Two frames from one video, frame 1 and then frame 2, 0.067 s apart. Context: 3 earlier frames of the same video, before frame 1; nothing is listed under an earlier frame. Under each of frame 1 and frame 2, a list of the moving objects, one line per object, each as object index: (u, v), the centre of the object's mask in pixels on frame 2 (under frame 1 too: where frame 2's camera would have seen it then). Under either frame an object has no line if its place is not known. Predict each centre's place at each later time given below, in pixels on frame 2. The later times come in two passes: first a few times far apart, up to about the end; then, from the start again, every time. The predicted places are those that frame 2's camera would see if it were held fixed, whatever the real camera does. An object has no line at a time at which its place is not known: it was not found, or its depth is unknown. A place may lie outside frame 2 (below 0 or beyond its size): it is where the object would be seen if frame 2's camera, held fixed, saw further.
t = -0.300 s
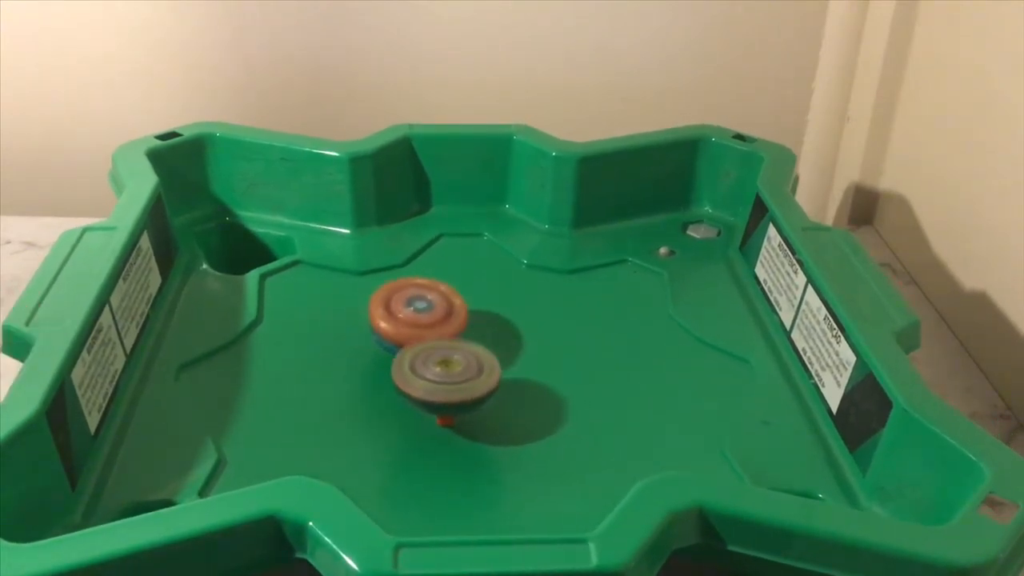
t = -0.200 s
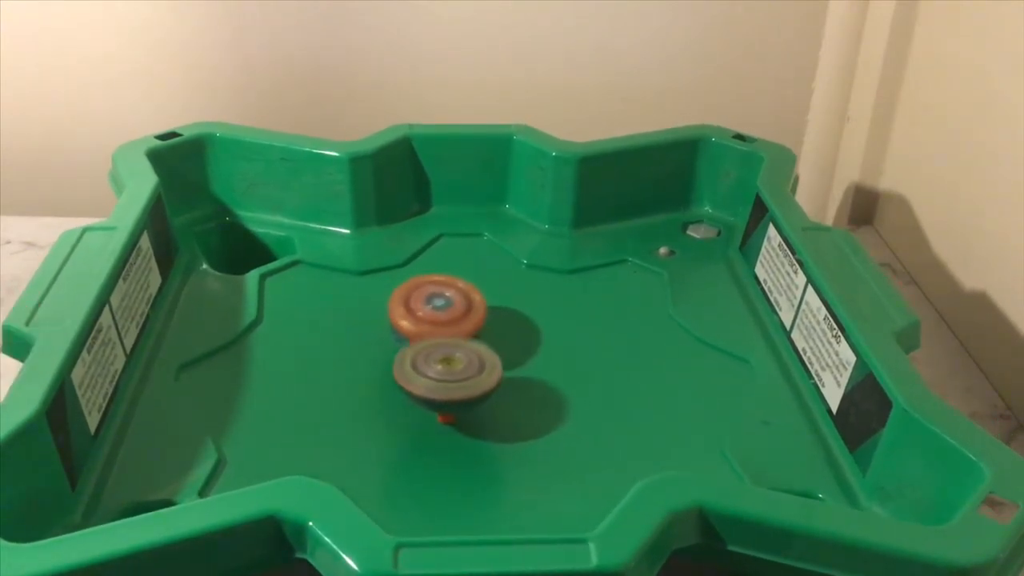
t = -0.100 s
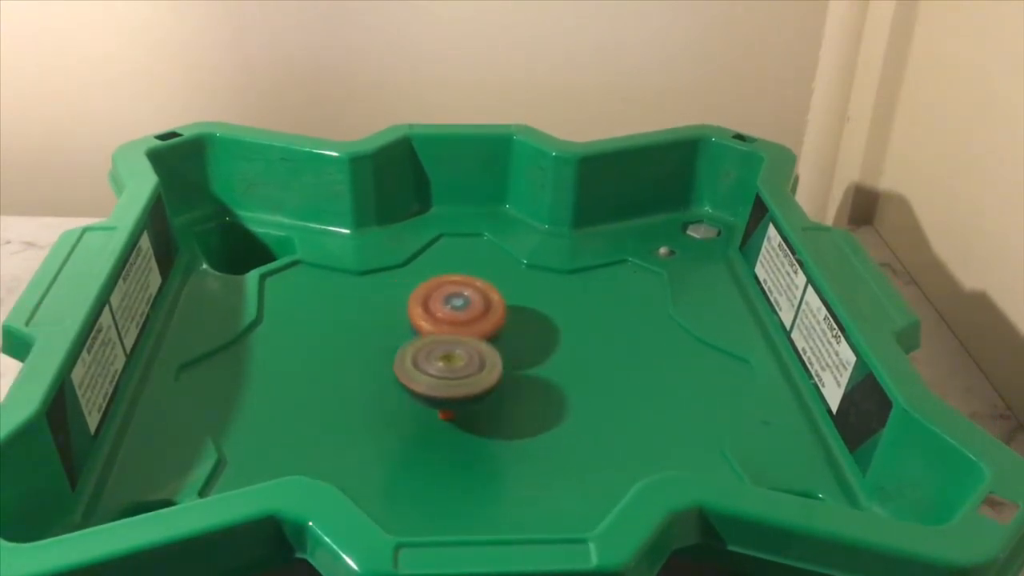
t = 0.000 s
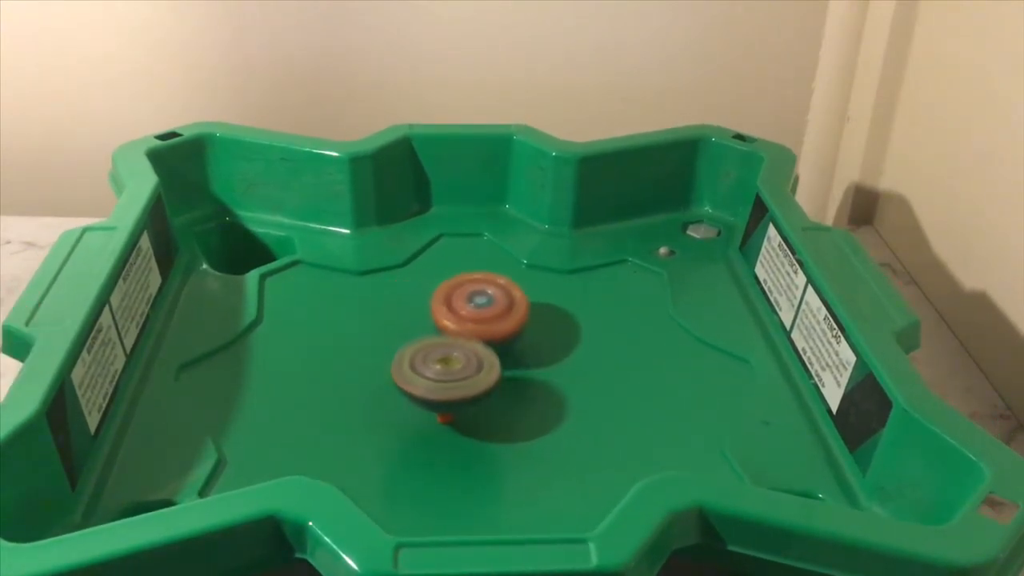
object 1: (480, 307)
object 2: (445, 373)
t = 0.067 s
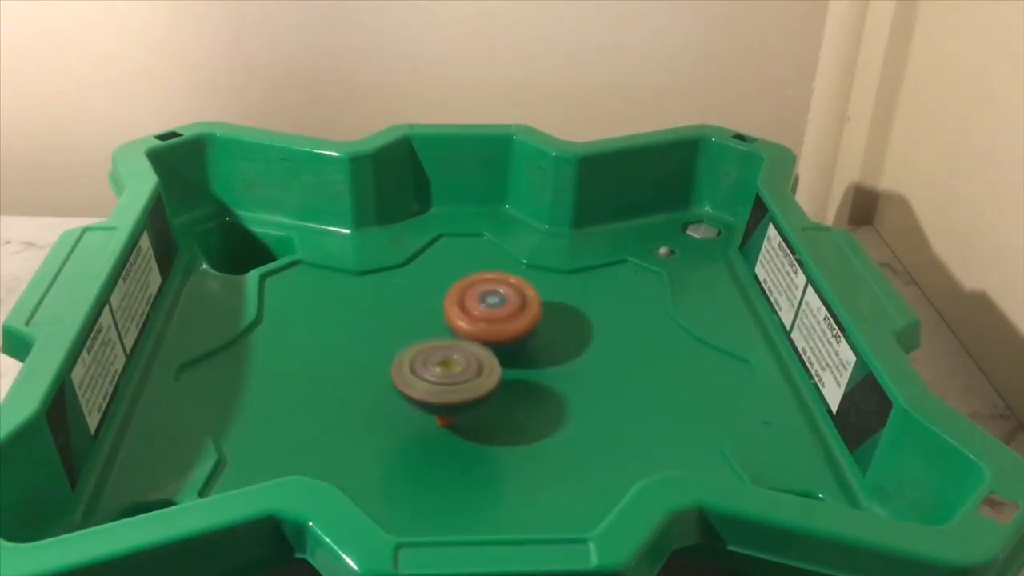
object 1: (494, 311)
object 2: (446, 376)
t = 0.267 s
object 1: (519, 319)
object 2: (459, 381)
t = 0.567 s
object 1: (569, 343)
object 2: (450, 384)
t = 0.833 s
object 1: (566, 366)
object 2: (440, 388)
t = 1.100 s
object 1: (546, 411)
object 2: (427, 380)
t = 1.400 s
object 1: (507, 434)
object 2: (419, 369)
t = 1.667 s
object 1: (436, 430)
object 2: (430, 356)
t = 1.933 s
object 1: (373, 412)
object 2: (451, 352)
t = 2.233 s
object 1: (362, 379)
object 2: (468, 352)
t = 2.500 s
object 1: (358, 349)
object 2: (508, 354)
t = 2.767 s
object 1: (398, 337)
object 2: (513, 362)
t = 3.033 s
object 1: (420, 296)
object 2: (552, 407)
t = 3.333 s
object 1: (422, 302)
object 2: (558, 422)
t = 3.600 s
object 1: (473, 345)
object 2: (486, 412)
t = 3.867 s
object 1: (544, 361)
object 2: (384, 422)
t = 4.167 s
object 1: (559, 376)
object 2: (348, 399)
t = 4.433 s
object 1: (506, 399)
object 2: (378, 357)
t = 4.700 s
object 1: (433, 417)
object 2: (426, 315)
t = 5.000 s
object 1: (391, 414)
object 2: (478, 302)
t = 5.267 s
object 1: (395, 385)
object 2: (515, 330)
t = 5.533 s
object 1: (416, 347)
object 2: (538, 377)
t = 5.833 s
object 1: (444, 327)
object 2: (522, 420)
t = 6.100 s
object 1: (476, 341)
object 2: (467, 426)
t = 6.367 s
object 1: (514, 374)
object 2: (400, 401)
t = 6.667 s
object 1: (526, 402)
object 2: (367, 354)
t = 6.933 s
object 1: (494, 410)
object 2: (387, 327)
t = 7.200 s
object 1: (425, 400)
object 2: (445, 322)
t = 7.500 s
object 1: (383, 380)
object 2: (521, 340)
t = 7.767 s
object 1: (396, 363)
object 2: (555, 369)
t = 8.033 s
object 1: (444, 349)
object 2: (530, 397)
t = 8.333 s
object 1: (498, 347)
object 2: (446, 413)
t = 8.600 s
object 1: (513, 365)
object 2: (388, 400)
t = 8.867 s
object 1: (499, 393)
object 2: (379, 369)
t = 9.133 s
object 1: (462, 411)
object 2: (411, 335)
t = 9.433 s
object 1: (428, 405)
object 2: (466, 322)
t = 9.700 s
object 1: (410, 376)
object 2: (512, 340)
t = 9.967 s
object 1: (410, 353)
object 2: (540, 373)
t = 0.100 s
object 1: (499, 312)
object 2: (447, 377)
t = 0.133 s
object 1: (503, 313)
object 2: (448, 379)
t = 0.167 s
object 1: (507, 314)
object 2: (450, 379)
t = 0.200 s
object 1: (511, 315)
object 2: (453, 380)
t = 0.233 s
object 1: (515, 317)
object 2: (456, 381)
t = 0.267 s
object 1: (519, 319)
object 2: (459, 381)
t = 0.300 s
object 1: (523, 322)
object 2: (462, 380)
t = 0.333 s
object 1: (528, 326)
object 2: (464, 379)
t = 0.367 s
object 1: (532, 329)
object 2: (466, 378)
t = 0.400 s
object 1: (539, 333)
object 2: (464, 378)
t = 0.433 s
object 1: (546, 336)
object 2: (459, 379)
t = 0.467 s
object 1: (553, 338)
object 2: (456, 381)
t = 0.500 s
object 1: (559, 340)
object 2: (454, 383)
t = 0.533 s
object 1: (565, 341)
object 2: (452, 384)
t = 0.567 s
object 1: (569, 343)
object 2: (450, 384)
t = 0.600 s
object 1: (571, 345)
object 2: (448, 385)
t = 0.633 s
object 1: (573, 346)
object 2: (446, 386)
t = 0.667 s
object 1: (574, 349)
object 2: (445, 387)
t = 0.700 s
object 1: (574, 351)
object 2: (444, 387)
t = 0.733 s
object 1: (573, 354)
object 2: (443, 388)
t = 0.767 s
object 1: (571, 357)
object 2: (442, 388)
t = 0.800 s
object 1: (569, 362)
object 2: (441, 388)
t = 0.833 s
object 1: (566, 366)
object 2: (440, 388)
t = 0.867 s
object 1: (563, 371)
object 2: (440, 388)
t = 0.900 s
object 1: (560, 377)
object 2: (439, 387)
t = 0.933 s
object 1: (556, 384)
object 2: (438, 386)
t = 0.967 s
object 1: (553, 390)
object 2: (438, 385)
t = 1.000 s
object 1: (552, 396)
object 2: (434, 384)
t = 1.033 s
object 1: (550, 401)
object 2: (431, 382)
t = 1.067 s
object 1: (549, 407)
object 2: (429, 381)
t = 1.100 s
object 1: (546, 411)
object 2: (427, 380)
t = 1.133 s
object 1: (544, 416)
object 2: (425, 379)
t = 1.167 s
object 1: (540, 420)
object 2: (423, 377)
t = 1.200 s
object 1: (537, 423)
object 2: (421, 376)
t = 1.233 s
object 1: (533, 426)
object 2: (421, 375)
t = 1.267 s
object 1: (528, 429)
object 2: (420, 374)
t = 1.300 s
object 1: (523, 431)
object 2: (419, 373)
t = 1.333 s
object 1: (518, 433)
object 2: (419, 372)
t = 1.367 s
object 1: (513, 434)
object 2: (419, 370)
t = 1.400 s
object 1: (507, 434)
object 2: (419, 369)
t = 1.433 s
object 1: (500, 435)
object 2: (419, 368)
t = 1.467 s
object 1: (493, 435)
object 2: (420, 367)
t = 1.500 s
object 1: (484, 435)
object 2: (421, 366)
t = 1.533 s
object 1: (476, 434)
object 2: (422, 364)
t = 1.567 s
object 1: (466, 434)
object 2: (423, 361)
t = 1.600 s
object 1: (456, 432)
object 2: (425, 360)
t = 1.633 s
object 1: (446, 431)
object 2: (427, 358)
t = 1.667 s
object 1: (436, 430)
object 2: (430, 356)
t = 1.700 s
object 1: (426, 428)
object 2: (432, 355)
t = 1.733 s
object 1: (416, 427)
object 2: (436, 355)
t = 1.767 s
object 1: (407, 425)
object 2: (439, 354)
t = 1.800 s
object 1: (398, 422)
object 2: (441, 353)
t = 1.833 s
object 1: (390, 420)
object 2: (444, 353)
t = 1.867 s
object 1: (383, 417)
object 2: (446, 353)
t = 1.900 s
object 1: (378, 415)
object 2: (448, 352)
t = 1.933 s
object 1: (373, 412)
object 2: (451, 352)
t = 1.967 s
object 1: (369, 410)
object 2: (453, 351)
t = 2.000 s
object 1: (367, 407)
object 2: (455, 351)
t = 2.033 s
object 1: (365, 404)
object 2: (457, 350)
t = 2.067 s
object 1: (362, 400)
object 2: (458, 350)
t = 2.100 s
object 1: (361, 397)
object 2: (460, 350)
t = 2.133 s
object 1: (361, 393)
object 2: (462, 350)
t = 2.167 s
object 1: (361, 389)
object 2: (464, 351)
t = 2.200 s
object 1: (361, 384)
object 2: (466, 351)
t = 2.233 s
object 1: (362, 379)
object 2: (468, 352)
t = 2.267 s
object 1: (362, 374)
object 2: (471, 352)
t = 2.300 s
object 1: (359, 369)
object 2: (479, 352)
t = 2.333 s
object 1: (357, 365)
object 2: (486, 353)
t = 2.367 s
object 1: (355, 360)
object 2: (492, 353)
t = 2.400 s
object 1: (355, 356)
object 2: (497, 353)
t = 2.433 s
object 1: (355, 353)
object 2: (501, 353)
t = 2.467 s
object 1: (356, 350)
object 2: (505, 354)
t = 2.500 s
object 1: (358, 349)
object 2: (508, 354)
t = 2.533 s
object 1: (360, 346)
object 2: (510, 355)
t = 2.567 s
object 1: (362, 345)
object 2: (512, 355)
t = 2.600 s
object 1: (366, 343)
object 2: (514, 356)
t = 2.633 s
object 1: (371, 342)
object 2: (514, 357)
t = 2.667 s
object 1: (376, 340)
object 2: (515, 358)
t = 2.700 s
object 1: (383, 339)
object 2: (515, 359)
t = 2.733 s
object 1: (390, 338)
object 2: (514, 360)
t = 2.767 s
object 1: (398, 337)
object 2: (513, 362)
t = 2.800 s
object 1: (406, 336)
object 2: (511, 364)
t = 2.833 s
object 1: (415, 335)
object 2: (509, 366)
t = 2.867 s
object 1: (422, 332)
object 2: (507, 368)
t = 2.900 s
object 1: (425, 322)
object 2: (517, 379)
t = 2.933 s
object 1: (423, 313)
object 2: (531, 390)
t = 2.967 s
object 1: (423, 306)
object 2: (540, 398)
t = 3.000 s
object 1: (421, 301)
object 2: (546, 403)
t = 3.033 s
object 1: (420, 296)
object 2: (552, 407)
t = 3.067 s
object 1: (418, 293)
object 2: (556, 410)
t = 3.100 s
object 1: (417, 290)
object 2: (559, 413)
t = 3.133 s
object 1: (416, 289)
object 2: (562, 415)
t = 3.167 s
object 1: (415, 288)
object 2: (563, 417)
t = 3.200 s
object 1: (415, 289)
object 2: (564, 419)
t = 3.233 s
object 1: (416, 291)
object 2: (564, 420)
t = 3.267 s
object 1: (418, 293)
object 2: (563, 421)
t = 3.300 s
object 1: (419, 297)
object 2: (561, 422)
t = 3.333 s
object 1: (422, 302)
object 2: (558, 422)
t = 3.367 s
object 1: (427, 307)
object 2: (554, 422)
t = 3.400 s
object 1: (432, 313)
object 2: (548, 422)
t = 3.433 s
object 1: (438, 320)
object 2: (540, 421)
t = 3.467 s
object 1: (444, 325)
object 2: (531, 420)
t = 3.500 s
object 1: (452, 332)
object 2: (521, 418)
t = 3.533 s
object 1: (459, 339)
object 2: (510, 416)
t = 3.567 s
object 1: (466, 342)
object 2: (499, 414)
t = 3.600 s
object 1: (473, 345)
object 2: (486, 412)
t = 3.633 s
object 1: (485, 346)
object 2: (471, 412)
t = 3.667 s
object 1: (497, 349)
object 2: (453, 417)
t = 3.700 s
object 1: (506, 353)
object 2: (439, 421)
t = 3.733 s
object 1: (515, 355)
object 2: (426, 423)
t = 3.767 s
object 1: (523, 356)
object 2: (415, 423)
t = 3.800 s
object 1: (531, 358)
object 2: (404, 423)
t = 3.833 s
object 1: (538, 360)
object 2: (393, 423)
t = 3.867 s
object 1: (544, 361)
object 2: (384, 422)
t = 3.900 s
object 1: (550, 362)
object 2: (375, 421)
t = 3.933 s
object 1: (555, 364)
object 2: (367, 419)
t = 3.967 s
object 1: (558, 366)
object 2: (361, 417)
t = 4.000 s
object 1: (561, 367)
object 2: (356, 415)
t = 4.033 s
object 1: (562, 369)
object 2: (352, 412)
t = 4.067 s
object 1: (562, 370)
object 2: (350, 409)
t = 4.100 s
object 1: (562, 371)
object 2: (348, 406)
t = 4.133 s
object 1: (561, 374)
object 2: (348, 402)
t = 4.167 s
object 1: (559, 376)
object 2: (348, 399)
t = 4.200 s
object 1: (555, 379)
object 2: (349, 395)
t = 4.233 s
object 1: (550, 382)
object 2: (351, 390)
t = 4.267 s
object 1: (544, 385)
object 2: (354, 385)
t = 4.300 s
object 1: (538, 387)
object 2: (358, 380)
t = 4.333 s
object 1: (531, 390)
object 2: (363, 374)
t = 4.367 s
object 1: (524, 393)
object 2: (367, 369)
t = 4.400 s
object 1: (515, 397)
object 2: (373, 364)
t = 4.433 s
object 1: (506, 399)
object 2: (378, 357)
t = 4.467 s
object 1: (496, 402)
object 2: (384, 352)
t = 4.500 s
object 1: (487, 405)
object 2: (390, 346)
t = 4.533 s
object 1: (478, 407)
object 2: (396, 340)
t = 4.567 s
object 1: (469, 410)
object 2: (402, 335)
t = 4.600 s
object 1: (460, 412)
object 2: (408, 330)
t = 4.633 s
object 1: (451, 414)
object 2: (414, 324)
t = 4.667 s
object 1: (441, 416)
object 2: (420, 319)
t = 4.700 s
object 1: (433, 417)
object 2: (426, 315)
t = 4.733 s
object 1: (426, 418)
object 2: (433, 311)
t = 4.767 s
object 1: (419, 418)
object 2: (439, 308)
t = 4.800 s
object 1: (412, 419)
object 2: (445, 306)
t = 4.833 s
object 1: (407, 419)
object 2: (451, 303)
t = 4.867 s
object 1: (402, 418)
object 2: (457, 302)
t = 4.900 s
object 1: (398, 418)
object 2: (462, 301)
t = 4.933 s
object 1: (395, 417)
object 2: (468, 301)
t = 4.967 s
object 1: (393, 416)
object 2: (473, 301)
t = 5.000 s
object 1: (391, 414)
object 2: (478, 302)
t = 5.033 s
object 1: (390, 412)
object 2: (483, 303)
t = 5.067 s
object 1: (389, 409)
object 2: (488, 306)
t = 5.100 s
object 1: (389, 406)
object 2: (492, 308)
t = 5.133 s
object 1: (389, 402)
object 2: (497, 311)
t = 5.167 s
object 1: (390, 399)
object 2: (502, 315)
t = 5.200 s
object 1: (391, 395)
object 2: (507, 320)
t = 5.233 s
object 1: (393, 390)
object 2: (511, 324)
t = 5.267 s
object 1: (395, 385)
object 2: (515, 330)
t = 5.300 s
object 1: (397, 381)
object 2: (519, 335)
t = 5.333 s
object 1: (400, 376)
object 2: (523, 341)
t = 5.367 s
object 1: (402, 371)
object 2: (527, 346)
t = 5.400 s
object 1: (405, 366)
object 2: (530, 352)
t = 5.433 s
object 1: (408, 361)
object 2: (533, 358)
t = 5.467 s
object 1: (410, 356)
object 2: (536, 365)
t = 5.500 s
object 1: (413, 351)
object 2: (537, 371)
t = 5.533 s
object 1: (416, 347)
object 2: (538, 377)
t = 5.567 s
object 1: (420, 343)
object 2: (539, 383)
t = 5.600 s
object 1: (423, 340)
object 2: (539, 390)
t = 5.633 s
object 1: (427, 337)
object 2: (539, 395)
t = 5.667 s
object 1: (430, 334)
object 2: (538, 401)
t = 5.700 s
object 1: (433, 331)
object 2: (537, 405)
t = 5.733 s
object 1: (436, 330)
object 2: (534, 410)
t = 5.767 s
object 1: (438, 328)
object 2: (531, 414)
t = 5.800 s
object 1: (441, 327)
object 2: (527, 418)
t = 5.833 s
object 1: (444, 327)
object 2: (522, 420)
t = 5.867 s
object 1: (447, 327)
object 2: (517, 423)
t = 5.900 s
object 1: (450, 327)
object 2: (511, 425)
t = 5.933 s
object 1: (454, 328)
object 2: (505, 426)
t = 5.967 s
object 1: (458, 330)
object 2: (499, 427)
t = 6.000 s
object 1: (462, 332)
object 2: (491, 428)
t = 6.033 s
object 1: (466, 335)
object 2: (484, 428)
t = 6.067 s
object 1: (471, 338)
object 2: (476, 427)
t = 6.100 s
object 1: (476, 341)
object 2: (467, 426)
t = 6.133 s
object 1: (480, 344)
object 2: (458, 424)
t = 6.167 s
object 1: (486, 348)
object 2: (449, 422)
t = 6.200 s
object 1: (491, 351)
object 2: (440, 419)
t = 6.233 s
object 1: (496, 355)
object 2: (431, 417)
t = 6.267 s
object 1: (501, 361)
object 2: (423, 413)
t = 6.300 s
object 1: (506, 365)
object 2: (415, 409)
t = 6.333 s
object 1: (509, 370)
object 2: (407, 405)
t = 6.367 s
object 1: (514, 374)
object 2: (400, 401)
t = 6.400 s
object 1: (518, 379)
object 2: (394, 395)
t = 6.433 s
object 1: (521, 383)
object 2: (388, 391)
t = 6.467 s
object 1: (524, 387)
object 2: (383, 385)
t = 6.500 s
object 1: (526, 390)
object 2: (378, 381)
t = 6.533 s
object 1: (527, 393)
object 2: (375, 375)
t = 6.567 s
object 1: (528, 396)
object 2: (372, 370)
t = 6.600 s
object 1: (527, 399)
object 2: (370, 364)
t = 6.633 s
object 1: (527, 400)
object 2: (368, 359)
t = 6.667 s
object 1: (526, 402)
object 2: (367, 354)
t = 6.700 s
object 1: (524, 404)
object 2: (368, 349)
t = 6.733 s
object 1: (522, 405)
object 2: (368, 345)
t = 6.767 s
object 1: (520, 407)
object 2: (369, 341)
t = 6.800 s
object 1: (516, 408)
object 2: (371, 337)
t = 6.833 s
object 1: (512, 408)
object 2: (374, 334)
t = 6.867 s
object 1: (507, 409)
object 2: (378, 331)
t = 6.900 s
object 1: (501, 410)
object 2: (382, 329)
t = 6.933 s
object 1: (494, 410)
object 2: (387, 327)
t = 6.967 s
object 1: (486, 410)
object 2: (392, 325)
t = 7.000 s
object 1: (478, 409)
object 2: (398, 324)
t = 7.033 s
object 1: (469, 408)
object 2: (405, 323)
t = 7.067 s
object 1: (460, 407)
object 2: (412, 322)
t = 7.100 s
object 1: (451, 406)
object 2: (420, 322)
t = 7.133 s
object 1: (442, 404)
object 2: (428, 322)
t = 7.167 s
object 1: (433, 402)
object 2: (436, 322)
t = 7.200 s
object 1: (425, 400)
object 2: (445, 322)
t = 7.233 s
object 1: (417, 398)
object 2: (454, 323)
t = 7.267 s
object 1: (411, 395)
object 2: (463, 324)
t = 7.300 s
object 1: (404, 394)
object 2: (472, 326)
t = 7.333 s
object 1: (398, 391)
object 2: (480, 328)
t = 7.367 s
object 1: (394, 389)
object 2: (489, 330)
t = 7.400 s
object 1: (390, 387)
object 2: (497, 332)
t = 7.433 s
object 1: (387, 384)
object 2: (506, 334)
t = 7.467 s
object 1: (385, 382)
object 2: (513, 337)
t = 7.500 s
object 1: (383, 380)
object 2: (521, 340)
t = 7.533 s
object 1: (383, 378)
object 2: (528, 344)
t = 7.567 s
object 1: (383, 376)
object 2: (534, 347)
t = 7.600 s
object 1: (383, 373)
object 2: (539, 350)
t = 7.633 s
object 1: (384, 371)
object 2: (544, 353)
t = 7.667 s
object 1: (386, 369)
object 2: (548, 357)
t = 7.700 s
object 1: (389, 367)
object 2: (551, 360)
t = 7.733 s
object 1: (393, 365)
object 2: (554, 366)
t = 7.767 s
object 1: (396, 363)
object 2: (555, 369)
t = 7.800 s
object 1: (401, 361)
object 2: (555, 373)
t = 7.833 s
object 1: (406, 359)
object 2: (554, 377)
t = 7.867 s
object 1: (412, 357)
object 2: (553, 380)
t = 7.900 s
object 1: (418, 355)
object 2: (550, 384)
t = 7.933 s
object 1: (424, 353)
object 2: (546, 387)
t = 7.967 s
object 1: (430, 352)
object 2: (542, 390)
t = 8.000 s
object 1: (438, 350)
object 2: (536, 393)
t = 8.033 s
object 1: (444, 349)
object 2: (530, 397)
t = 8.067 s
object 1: (450, 347)
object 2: (523, 400)
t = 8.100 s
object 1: (457, 345)
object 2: (515, 403)
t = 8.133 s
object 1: (464, 343)
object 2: (506, 406)
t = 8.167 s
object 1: (470, 342)
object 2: (497, 408)
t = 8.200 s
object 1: (477, 341)
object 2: (488, 409)
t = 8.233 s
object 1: (483, 341)
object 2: (477, 410)
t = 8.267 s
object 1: (489, 343)
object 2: (466, 411)
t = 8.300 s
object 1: (494, 344)
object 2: (455, 412)
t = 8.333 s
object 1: (498, 347)
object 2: (446, 413)
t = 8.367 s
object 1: (501, 349)
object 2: (437, 412)
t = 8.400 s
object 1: (504, 351)
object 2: (428, 412)
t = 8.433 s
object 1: (506, 353)
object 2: (419, 411)
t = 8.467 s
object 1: (508, 355)
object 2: (411, 410)
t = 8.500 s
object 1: (510, 357)
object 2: (404, 407)
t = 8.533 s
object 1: (511, 359)
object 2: (398, 405)
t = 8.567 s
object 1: (512, 362)
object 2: (393, 403)
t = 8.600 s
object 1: (513, 365)
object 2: (388, 400)
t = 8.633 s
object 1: (513, 368)
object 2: (384, 397)
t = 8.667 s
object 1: (512, 371)
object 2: (380, 393)
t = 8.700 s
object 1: (511, 375)
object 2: (378, 389)
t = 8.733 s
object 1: (510, 379)
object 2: (377, 385)
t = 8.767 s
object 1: (508, 382)
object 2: (377, 381)
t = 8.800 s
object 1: (505, 386)
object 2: (377, 377)
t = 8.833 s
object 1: (502, 390)
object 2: (377, 373)
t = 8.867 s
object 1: (499, 393)
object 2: (379, 369)
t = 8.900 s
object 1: (495, 397)
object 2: (382, 364)
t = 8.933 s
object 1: (491, 400)
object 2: (384, 359)
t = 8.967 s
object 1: (486, 403)
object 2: (388, 354)
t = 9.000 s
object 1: (481, 405)
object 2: (392, 350)
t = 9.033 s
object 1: (476, 408)
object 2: (396, 346)
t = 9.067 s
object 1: (471, 409)
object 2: (400, 342)
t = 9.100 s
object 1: (467, 411)
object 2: (405, 338)
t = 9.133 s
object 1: (462, 411)
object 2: (411, 335)
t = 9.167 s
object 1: (458, 412)
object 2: (417, 332)
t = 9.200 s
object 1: (453, 412)
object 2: (423, 330)
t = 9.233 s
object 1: (449, 412)
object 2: (429, 328)
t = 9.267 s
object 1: (445, 412)
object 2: (435, 326)
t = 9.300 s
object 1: (442, 412)
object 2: (441, 324)
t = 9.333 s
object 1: (438, 410)
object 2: (447, 323)
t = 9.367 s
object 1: (435, 409)
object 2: (453, 322)
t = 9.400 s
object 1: (431, 407)
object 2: (460, 322)
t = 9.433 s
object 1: (428, 405)
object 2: (466, 322)
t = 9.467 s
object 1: (425, 402)
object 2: (472, 323)
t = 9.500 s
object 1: (422, 399)
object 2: (477, 325)
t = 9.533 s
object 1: (420, 396)
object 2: (483, 326)
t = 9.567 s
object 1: (418, 392)
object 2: (489, 328)
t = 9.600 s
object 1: (415, 388)
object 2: (495, 331)
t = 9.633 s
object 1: (414, 384)
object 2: (500, 334)
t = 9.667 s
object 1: (412, 379)
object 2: (505, 337)
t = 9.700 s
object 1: (410, 376)
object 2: (512, 340)
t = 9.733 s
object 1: (408, 373)
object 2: (518, 344)
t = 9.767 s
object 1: (407, 369)
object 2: (523, 347)
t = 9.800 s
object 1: (406, 366)
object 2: (528, 352)
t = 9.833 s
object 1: (406, 363)
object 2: (532, 356)
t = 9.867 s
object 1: (406, 360)
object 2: (535, 360)
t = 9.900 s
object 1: (407, 358)
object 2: (538, 364)
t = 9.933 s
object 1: (408, 355)
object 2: (540, 369)
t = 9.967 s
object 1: (410, 353)
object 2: (540, 373)
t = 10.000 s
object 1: (412, 351)
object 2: (540, 377)
